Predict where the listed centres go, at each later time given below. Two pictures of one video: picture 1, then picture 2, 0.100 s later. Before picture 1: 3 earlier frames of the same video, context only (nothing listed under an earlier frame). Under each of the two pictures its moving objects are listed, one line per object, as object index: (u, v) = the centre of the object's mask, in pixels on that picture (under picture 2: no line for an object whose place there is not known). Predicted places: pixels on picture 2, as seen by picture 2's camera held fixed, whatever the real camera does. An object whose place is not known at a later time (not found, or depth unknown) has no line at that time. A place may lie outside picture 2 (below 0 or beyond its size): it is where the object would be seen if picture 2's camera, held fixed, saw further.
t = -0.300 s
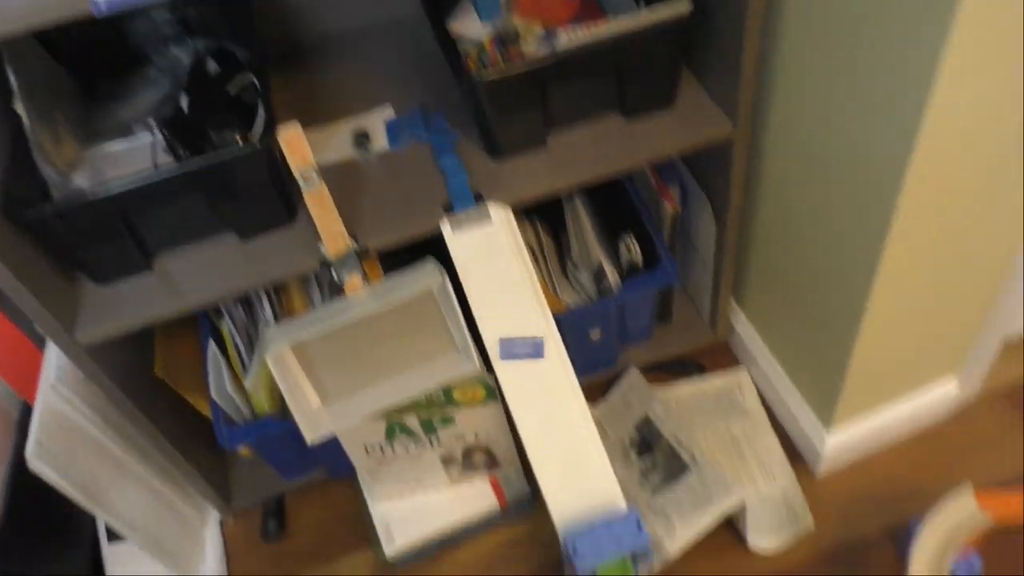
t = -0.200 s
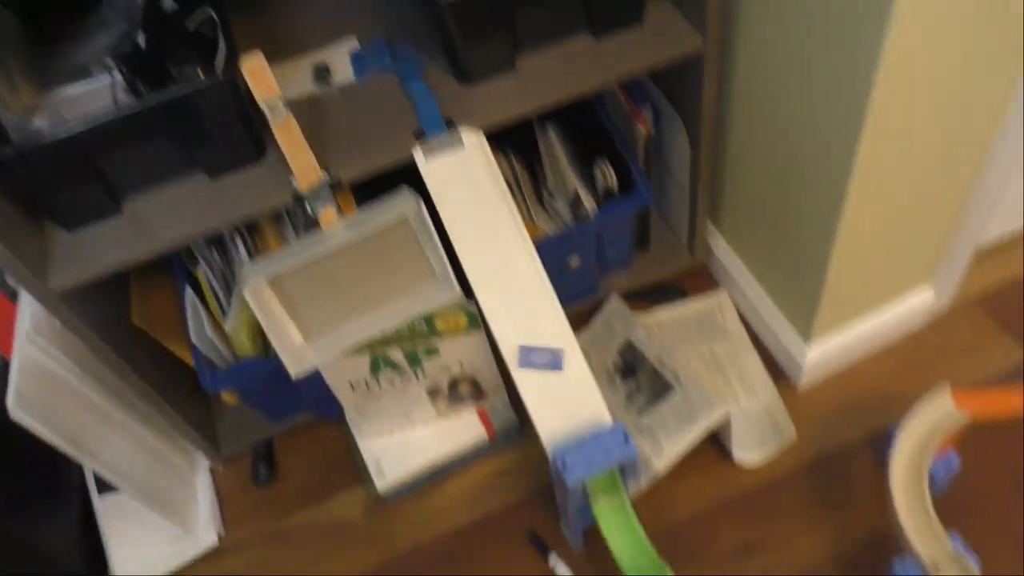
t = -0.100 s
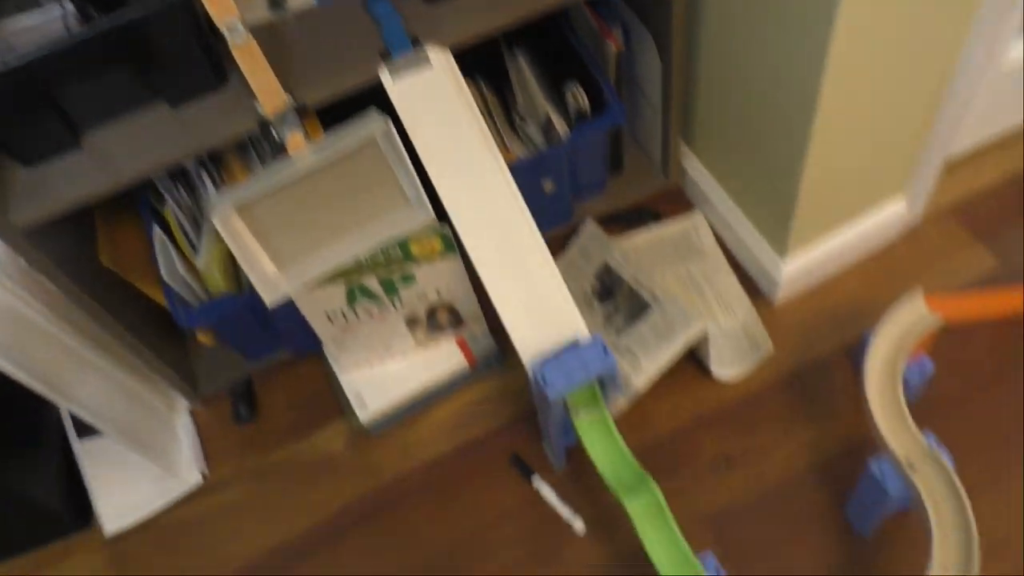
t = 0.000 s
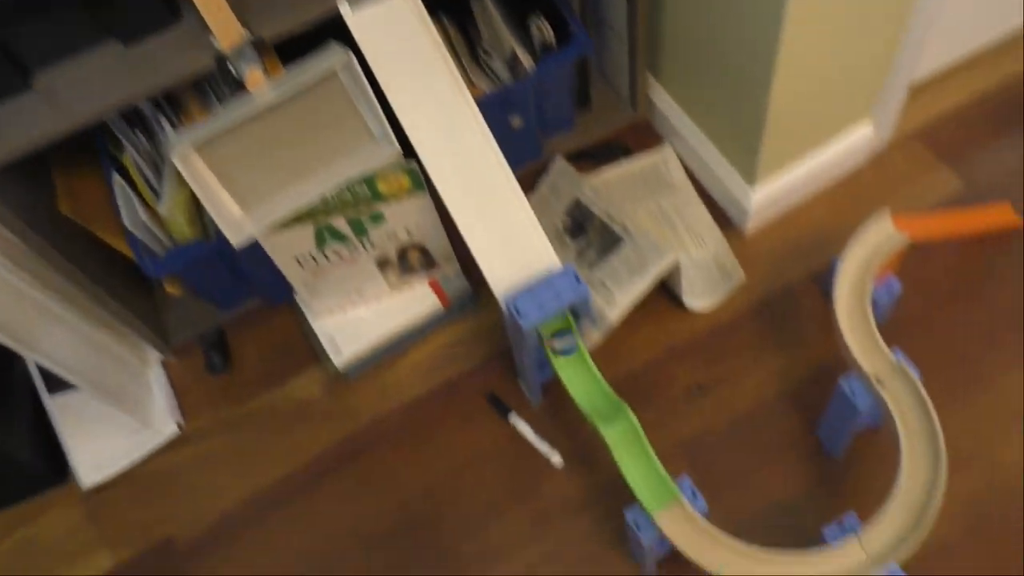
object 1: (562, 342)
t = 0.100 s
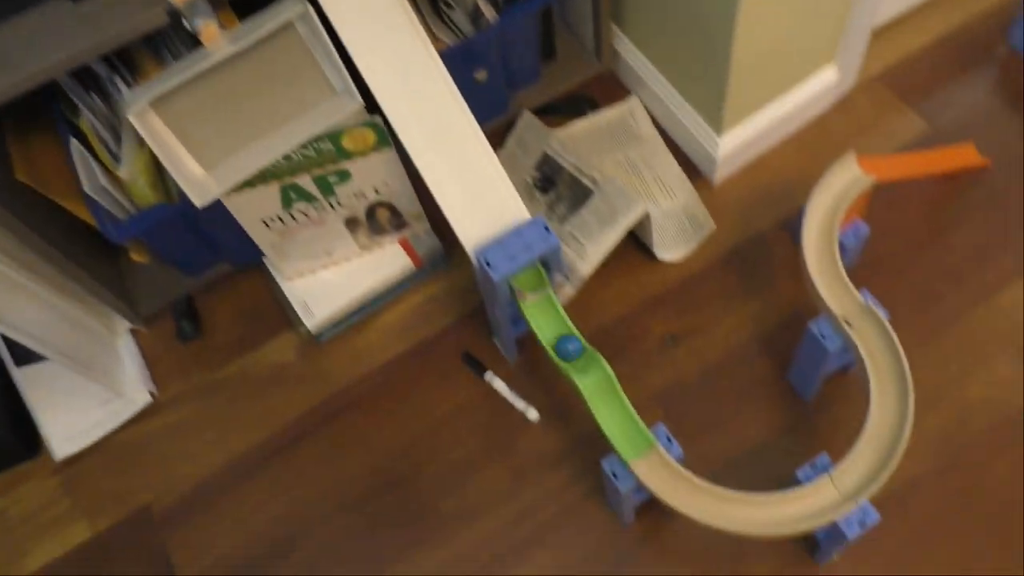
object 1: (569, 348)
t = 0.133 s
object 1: (577, 357)
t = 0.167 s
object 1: (582, 362)
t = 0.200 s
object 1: (587, 367)
